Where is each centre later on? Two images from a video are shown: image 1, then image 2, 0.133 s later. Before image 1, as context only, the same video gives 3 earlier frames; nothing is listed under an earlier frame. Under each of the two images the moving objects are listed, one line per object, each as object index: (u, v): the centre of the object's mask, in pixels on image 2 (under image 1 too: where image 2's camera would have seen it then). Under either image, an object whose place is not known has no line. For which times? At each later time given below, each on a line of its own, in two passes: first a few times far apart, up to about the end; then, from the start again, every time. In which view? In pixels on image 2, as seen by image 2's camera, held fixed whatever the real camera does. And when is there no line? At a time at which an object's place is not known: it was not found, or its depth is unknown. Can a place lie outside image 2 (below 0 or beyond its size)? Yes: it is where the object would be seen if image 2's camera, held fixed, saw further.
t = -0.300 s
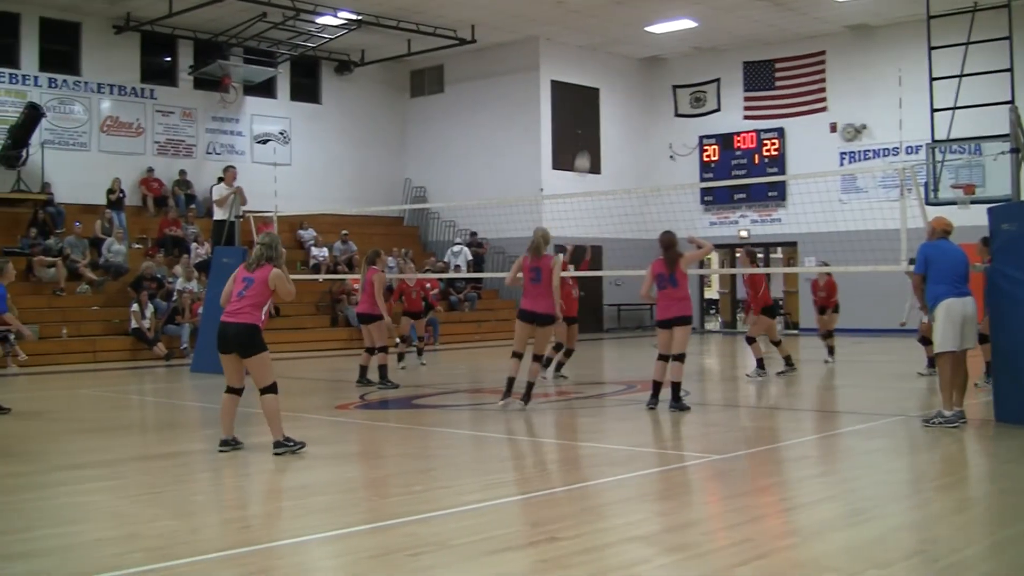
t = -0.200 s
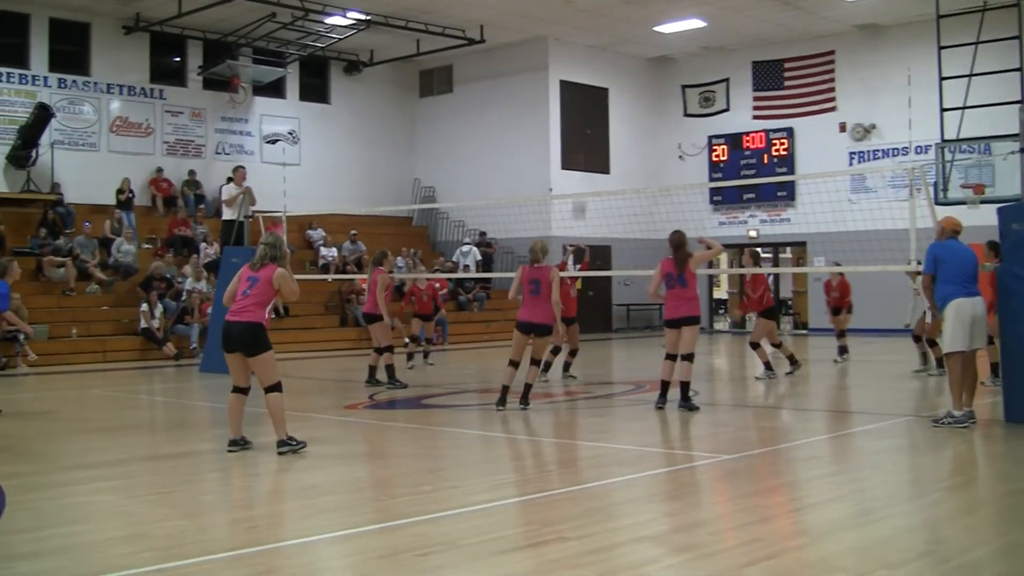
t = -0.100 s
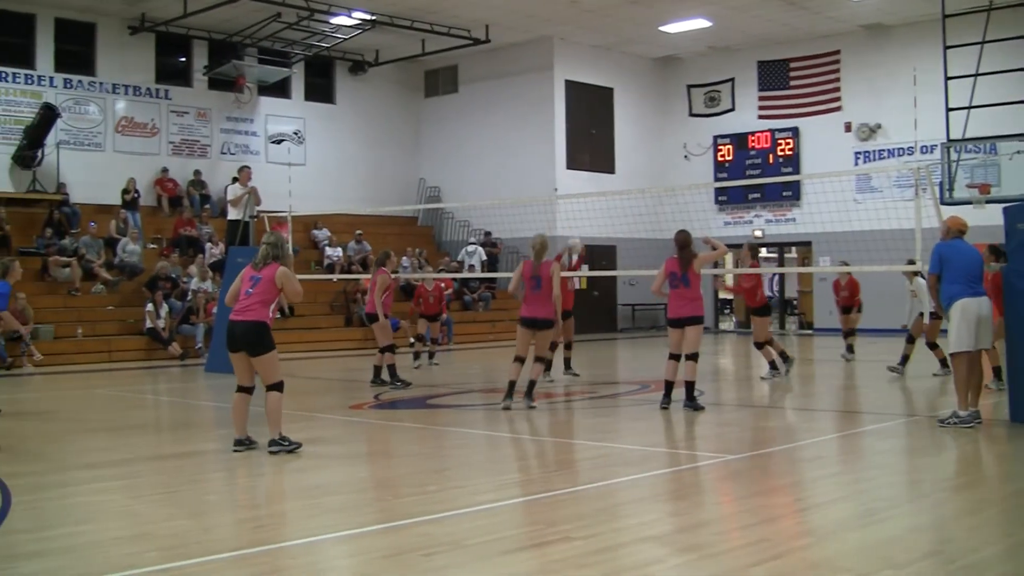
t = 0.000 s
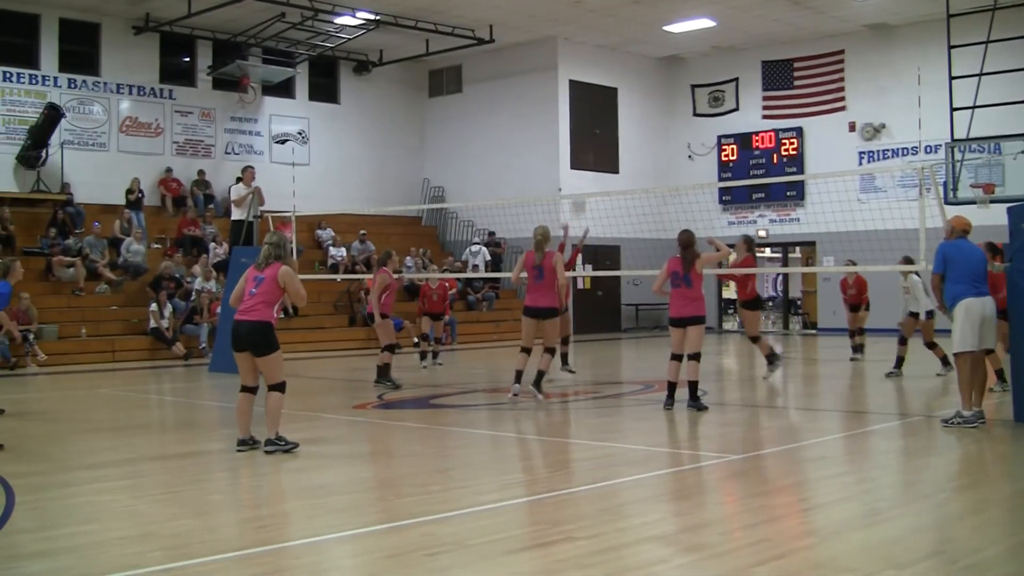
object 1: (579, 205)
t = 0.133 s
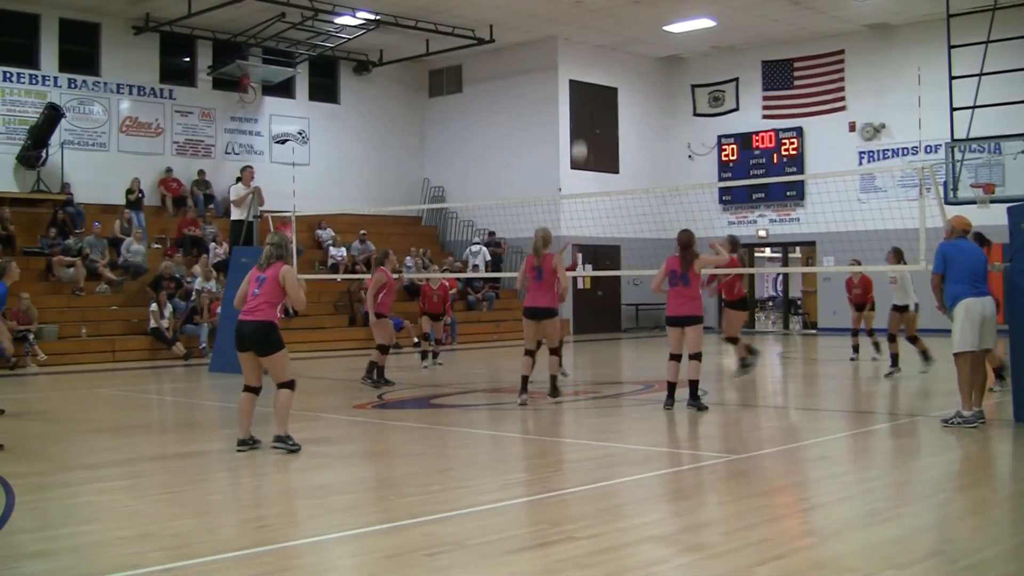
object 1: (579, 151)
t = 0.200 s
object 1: (579, 129)
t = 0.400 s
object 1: (581, 86)
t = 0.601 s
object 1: (584, 73)
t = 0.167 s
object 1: (579, 140)
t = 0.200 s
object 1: (579, 129)
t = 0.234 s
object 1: (579, 120)
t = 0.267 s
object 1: (580, 111)
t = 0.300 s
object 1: (580, 103)
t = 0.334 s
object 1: (581, 96)
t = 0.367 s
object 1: (581, 91)
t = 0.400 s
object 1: (581, 86)
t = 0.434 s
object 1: (582, 82)
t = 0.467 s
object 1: (582, 78)
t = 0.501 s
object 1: (583, 76)
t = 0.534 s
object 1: (583, 74)
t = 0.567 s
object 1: (584, 73)
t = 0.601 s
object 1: (584, 73)
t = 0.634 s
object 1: (585, 74)
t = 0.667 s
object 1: (585, 75)
